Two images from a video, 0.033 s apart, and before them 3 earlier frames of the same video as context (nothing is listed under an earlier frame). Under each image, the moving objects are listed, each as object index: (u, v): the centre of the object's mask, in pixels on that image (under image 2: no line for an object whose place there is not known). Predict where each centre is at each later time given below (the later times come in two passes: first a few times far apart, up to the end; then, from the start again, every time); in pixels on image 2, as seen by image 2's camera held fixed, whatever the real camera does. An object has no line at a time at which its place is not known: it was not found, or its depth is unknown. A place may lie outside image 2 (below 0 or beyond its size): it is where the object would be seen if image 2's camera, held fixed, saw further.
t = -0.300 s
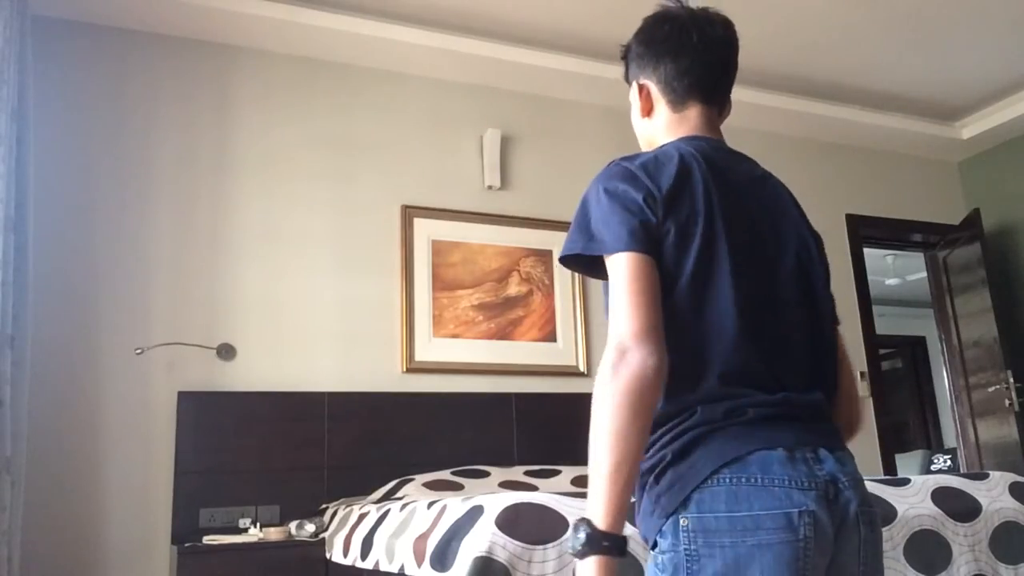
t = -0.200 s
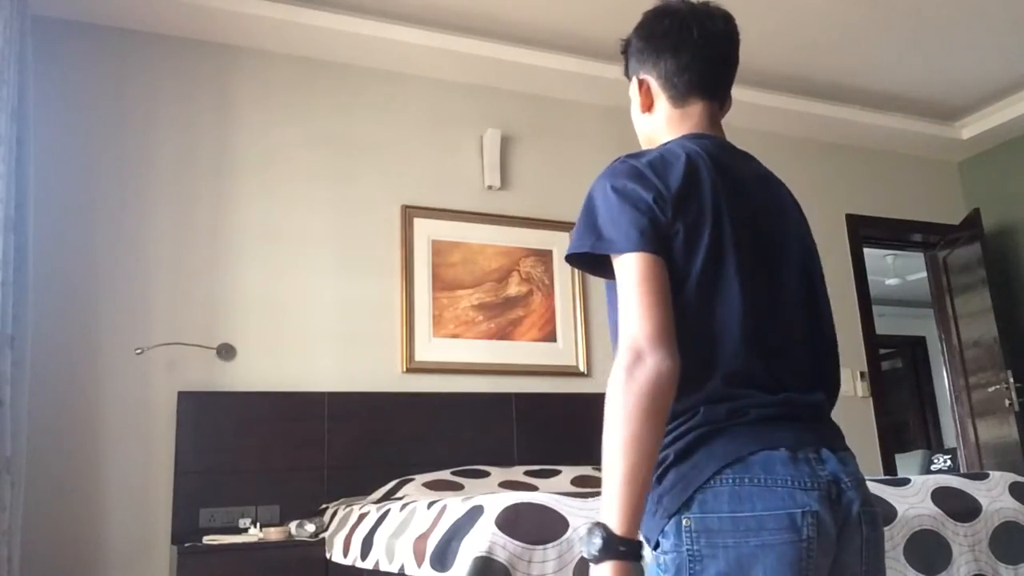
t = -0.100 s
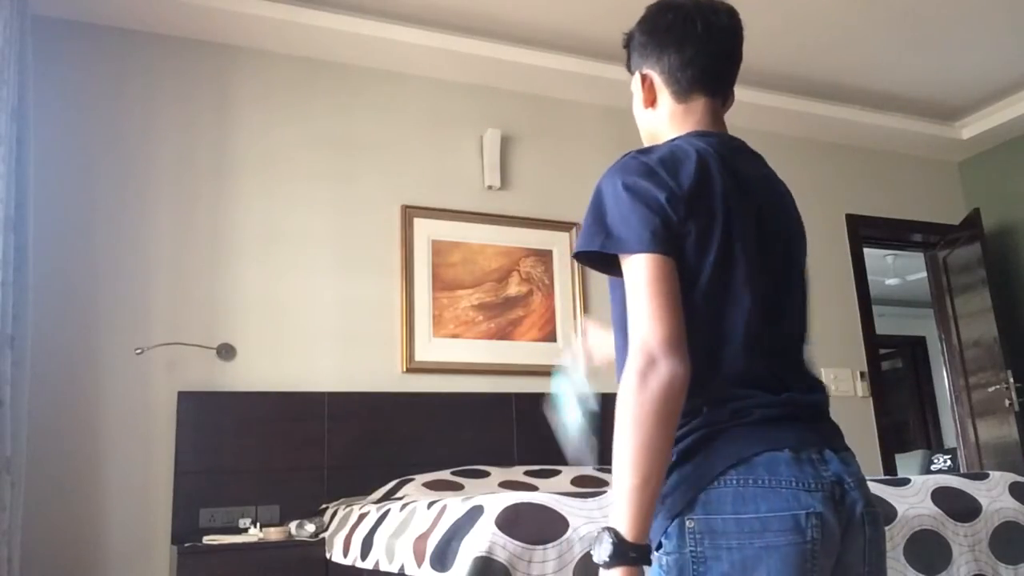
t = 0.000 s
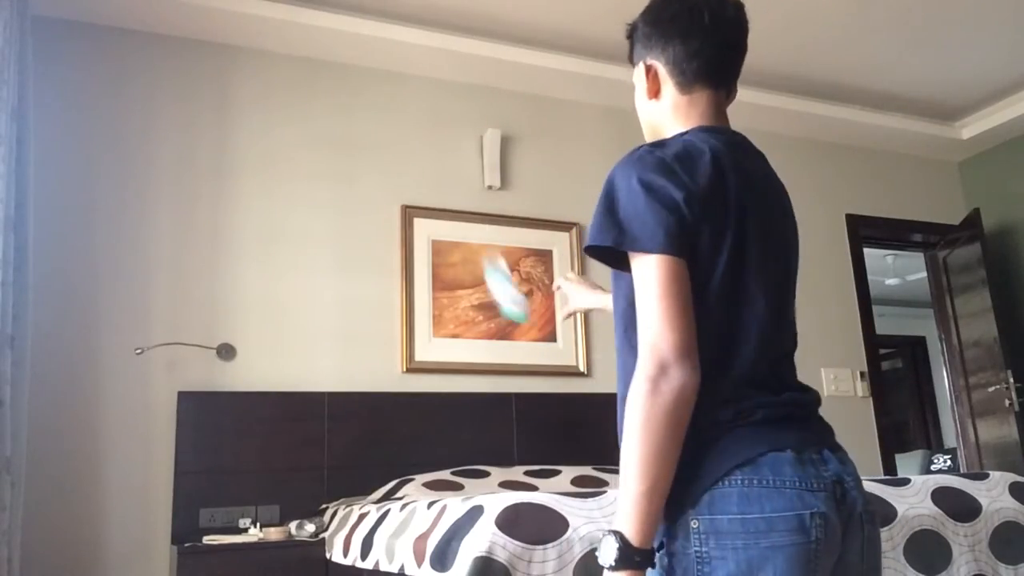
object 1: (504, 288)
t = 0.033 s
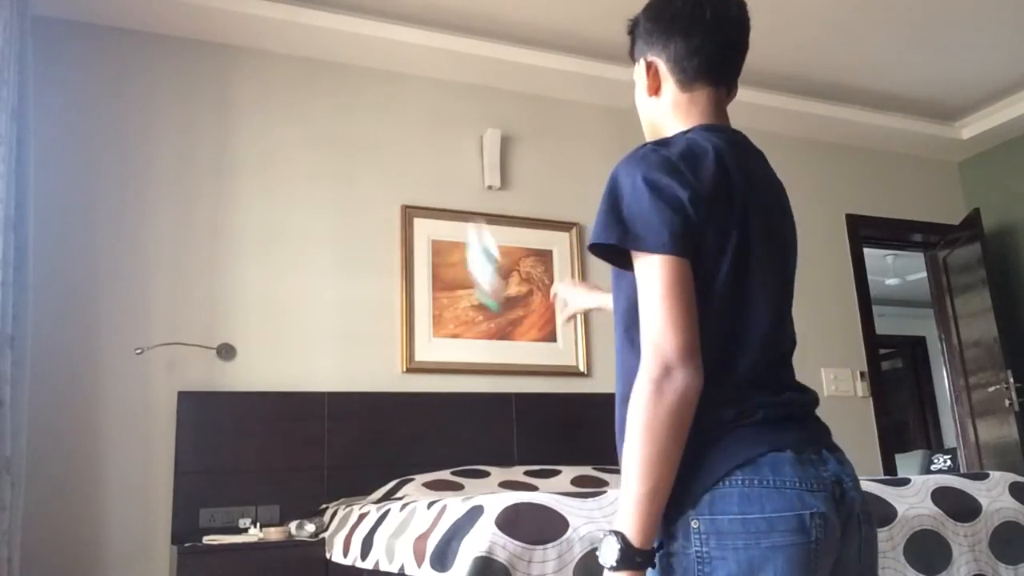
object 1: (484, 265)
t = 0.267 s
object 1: (398, 191)
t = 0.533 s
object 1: (346, 278)
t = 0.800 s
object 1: (327, 370)
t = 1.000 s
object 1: (325, 370)
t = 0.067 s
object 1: (466, 242)
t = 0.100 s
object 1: (451, 221)
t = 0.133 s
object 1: (439, 203)
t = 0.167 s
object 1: (428, 196)
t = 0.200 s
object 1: (419, 189)
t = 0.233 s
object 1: (409, 189)
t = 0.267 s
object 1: (398, 191)
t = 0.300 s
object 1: (388, 196)
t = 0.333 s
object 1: (381, 203)
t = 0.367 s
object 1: (370, 204)
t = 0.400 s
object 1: (365, 217)
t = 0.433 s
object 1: (361, 228)
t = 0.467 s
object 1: (355, 242)
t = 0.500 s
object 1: (351, 257)
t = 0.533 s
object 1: (346, 278)
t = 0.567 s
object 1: (339, 303)
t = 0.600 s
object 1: (335, 323)
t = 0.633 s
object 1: (334, 352)
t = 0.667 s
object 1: (328, 369)
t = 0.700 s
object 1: (328, 370)
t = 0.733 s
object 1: (327, 370)
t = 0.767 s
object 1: (326, 370)
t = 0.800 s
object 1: (327, 370)
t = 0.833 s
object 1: (327, 370)
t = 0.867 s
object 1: (326, 370)
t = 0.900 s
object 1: (326, 370)
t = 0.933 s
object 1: (326, 370)
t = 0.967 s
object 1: (326, 370)
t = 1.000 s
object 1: (325, 370)
